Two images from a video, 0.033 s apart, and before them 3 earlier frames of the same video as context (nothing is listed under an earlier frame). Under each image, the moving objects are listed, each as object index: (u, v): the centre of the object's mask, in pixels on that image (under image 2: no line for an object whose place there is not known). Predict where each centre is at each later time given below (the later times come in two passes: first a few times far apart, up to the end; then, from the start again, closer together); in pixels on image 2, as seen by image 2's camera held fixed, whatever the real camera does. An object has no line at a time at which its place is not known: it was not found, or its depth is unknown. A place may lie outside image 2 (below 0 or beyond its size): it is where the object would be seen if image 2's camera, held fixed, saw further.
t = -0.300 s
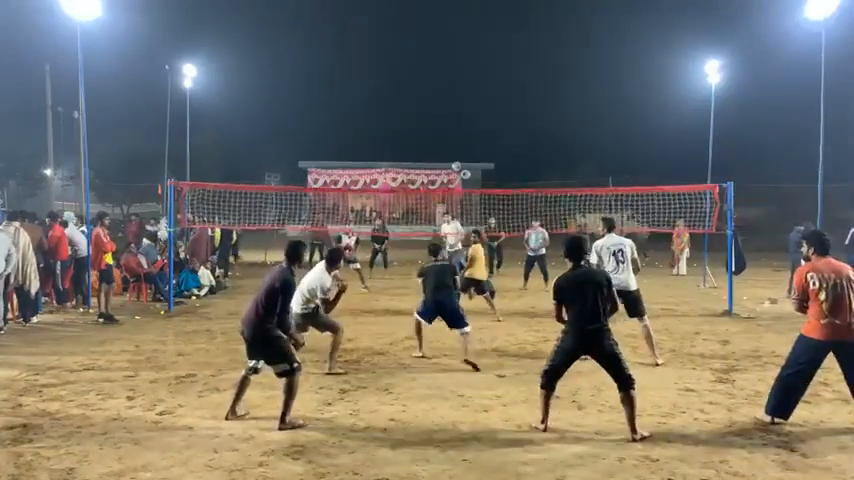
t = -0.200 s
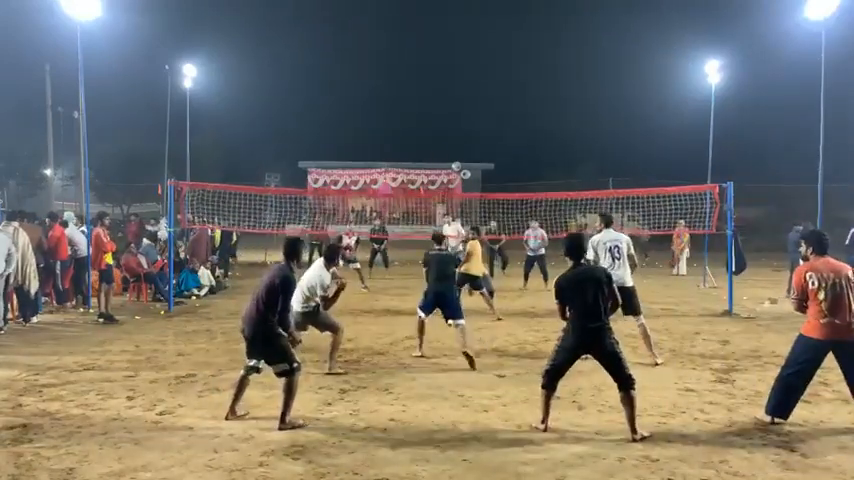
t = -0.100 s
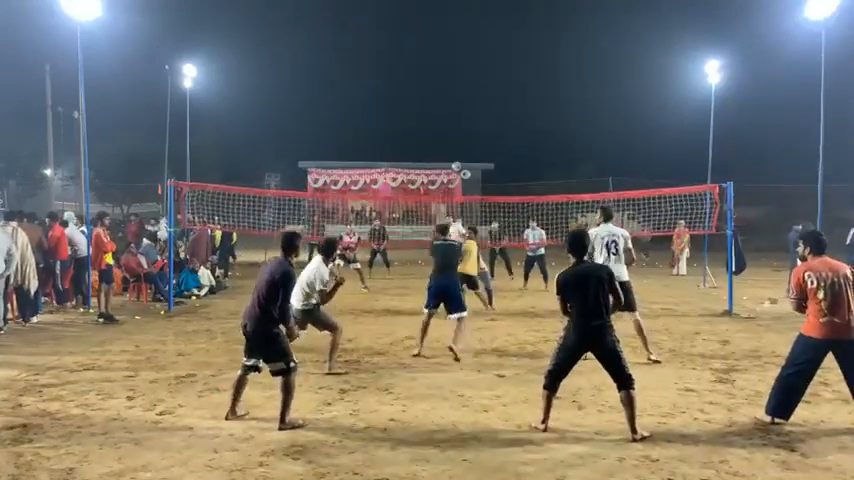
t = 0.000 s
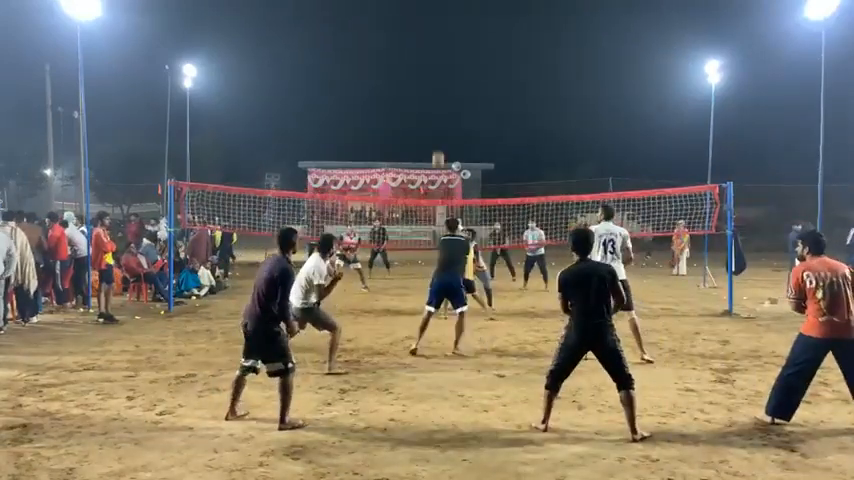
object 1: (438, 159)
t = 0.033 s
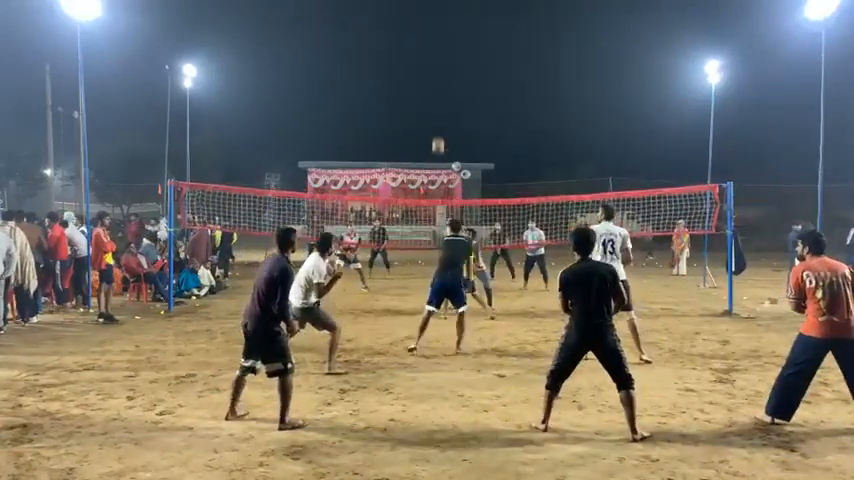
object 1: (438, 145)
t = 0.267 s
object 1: (438, 77)
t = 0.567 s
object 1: (439, 48)
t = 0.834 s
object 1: (439, 64)
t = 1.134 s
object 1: (440, 115)
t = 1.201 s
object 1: (440, 130)
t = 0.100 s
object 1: (438, 121)
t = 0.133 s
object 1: (438, 110)
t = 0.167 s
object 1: (438, 101)
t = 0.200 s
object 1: (438, 92)
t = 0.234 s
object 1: (438, 84)
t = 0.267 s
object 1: (438, 77)
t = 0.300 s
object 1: (438, 71)
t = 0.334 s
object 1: (439, 66)
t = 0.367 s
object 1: (439, 61)
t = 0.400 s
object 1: (439, 57)
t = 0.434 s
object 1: (439, 54)
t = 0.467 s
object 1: (439, 52)
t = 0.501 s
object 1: (439, 50)
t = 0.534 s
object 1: (439, 49)
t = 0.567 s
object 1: (439, 48)
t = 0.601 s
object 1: (439, 48)
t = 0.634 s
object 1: (439, 49)
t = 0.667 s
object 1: (439, 50)
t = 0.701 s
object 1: (439, 52)
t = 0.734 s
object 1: (439, 54)
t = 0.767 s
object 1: (439, 57)
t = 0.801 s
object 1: (439, 60)
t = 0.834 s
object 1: (439, 64)
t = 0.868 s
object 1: (439, 68)
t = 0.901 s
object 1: (439, 73)
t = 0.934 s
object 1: (439, 78)
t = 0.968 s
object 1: (439, 83)
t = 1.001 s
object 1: (440, 89)
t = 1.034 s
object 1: (440, 95)
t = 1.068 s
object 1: (440, 101)
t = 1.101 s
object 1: (440, 108)
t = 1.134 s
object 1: (440, 115)
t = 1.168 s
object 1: (440, 122)
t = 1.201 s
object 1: (440, 130)
